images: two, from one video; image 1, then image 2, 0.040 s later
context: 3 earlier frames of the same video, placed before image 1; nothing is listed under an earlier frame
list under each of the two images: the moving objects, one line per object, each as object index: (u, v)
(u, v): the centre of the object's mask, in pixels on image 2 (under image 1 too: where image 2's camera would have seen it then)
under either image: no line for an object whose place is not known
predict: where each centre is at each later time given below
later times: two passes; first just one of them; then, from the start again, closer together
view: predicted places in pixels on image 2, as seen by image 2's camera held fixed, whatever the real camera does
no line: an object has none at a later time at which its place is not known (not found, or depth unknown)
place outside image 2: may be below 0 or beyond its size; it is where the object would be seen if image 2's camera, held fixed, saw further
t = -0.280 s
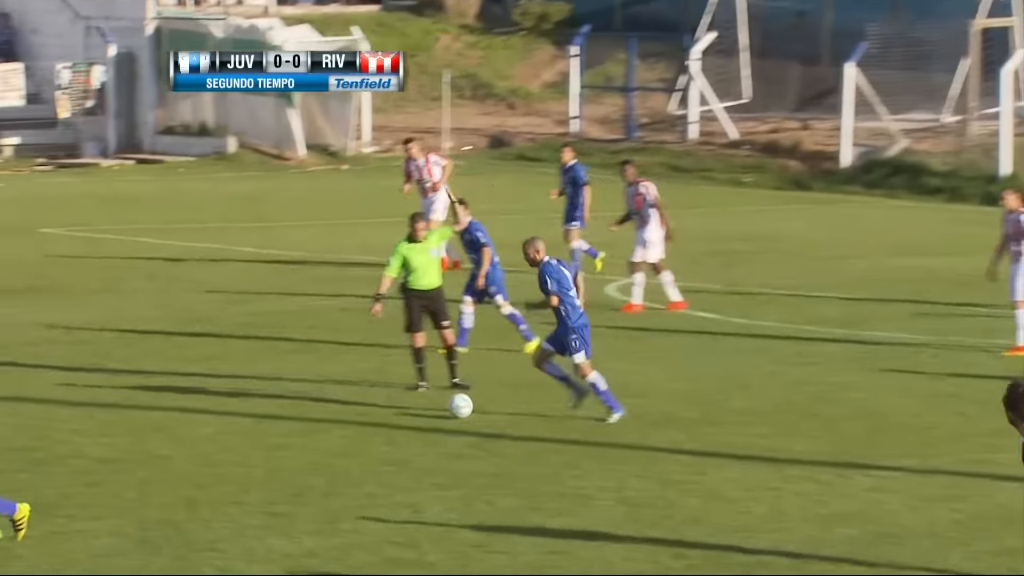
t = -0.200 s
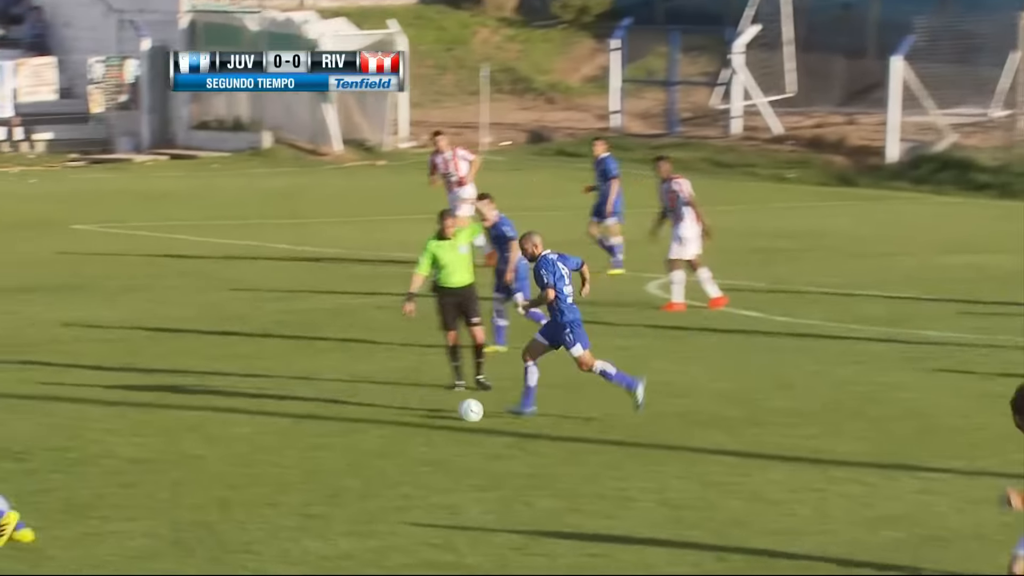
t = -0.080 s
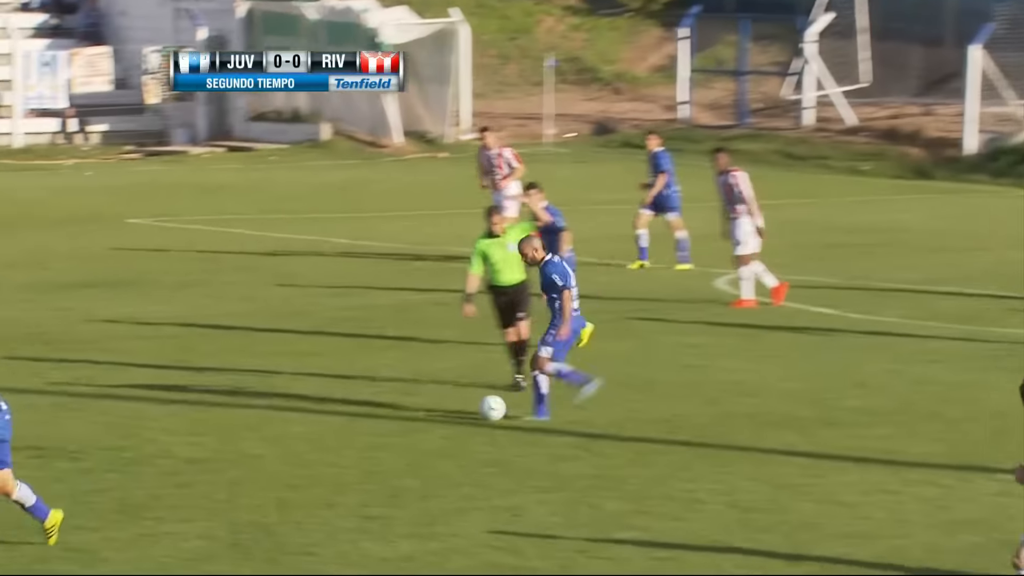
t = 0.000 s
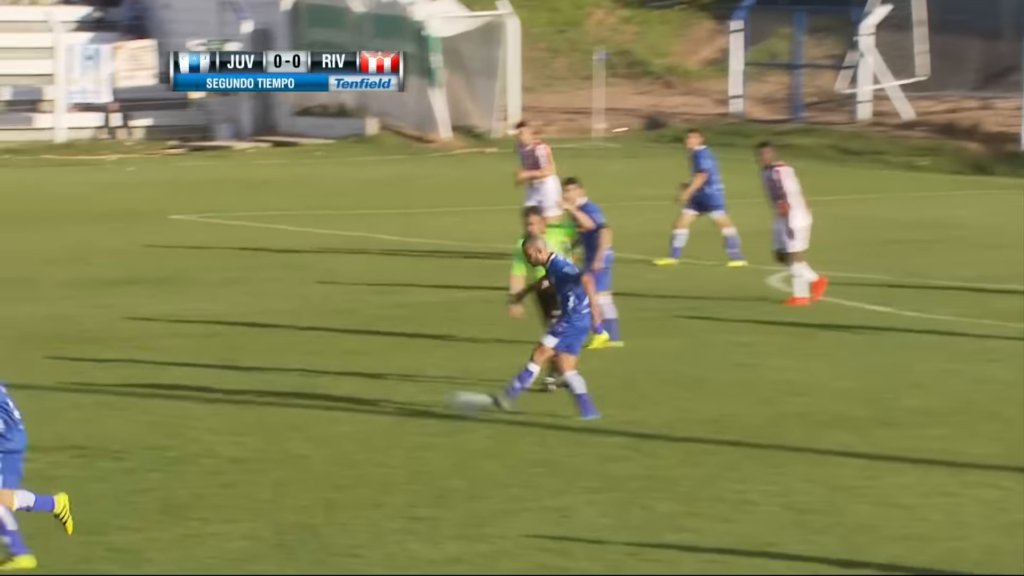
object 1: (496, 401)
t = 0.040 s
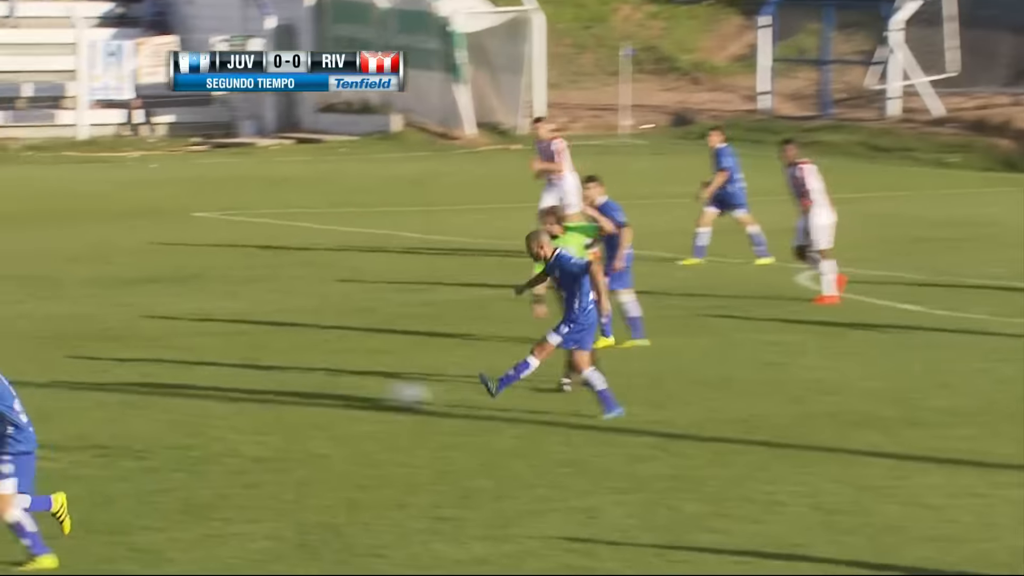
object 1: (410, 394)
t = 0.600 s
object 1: (-505, 353)
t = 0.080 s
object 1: (322, 391)
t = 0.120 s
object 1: (242, 389)
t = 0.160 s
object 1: (163, 387)
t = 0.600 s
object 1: (-505, 353)
